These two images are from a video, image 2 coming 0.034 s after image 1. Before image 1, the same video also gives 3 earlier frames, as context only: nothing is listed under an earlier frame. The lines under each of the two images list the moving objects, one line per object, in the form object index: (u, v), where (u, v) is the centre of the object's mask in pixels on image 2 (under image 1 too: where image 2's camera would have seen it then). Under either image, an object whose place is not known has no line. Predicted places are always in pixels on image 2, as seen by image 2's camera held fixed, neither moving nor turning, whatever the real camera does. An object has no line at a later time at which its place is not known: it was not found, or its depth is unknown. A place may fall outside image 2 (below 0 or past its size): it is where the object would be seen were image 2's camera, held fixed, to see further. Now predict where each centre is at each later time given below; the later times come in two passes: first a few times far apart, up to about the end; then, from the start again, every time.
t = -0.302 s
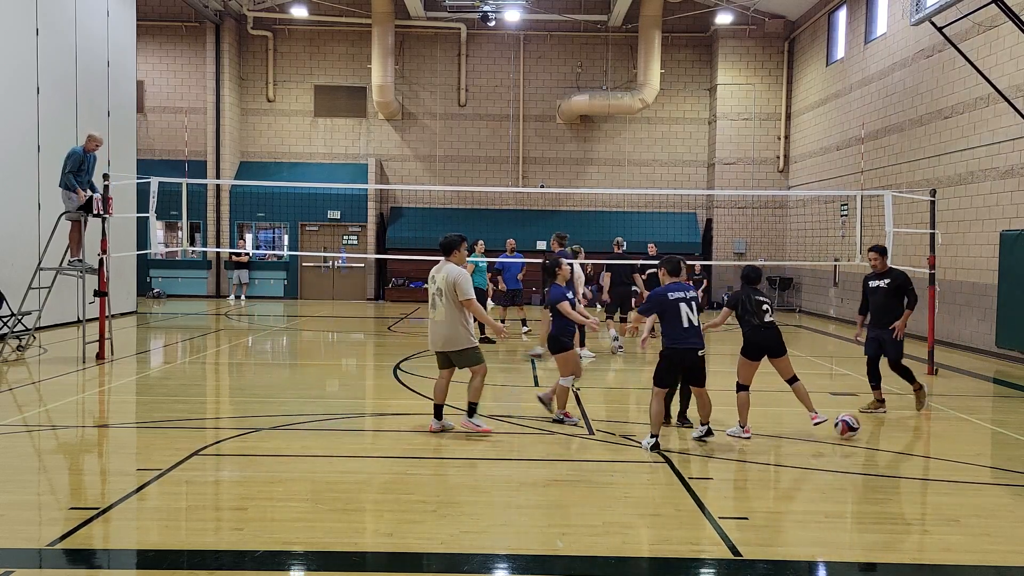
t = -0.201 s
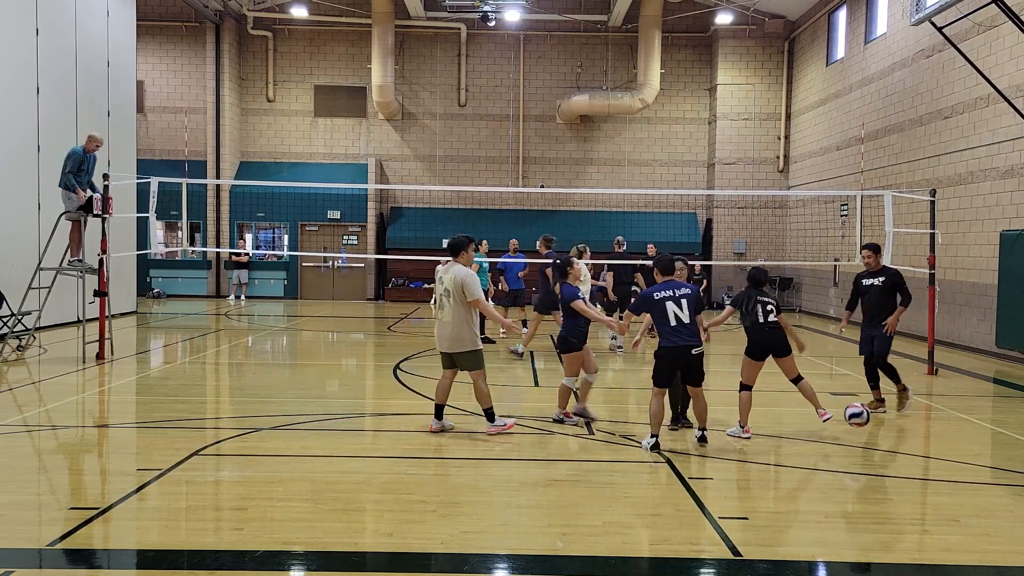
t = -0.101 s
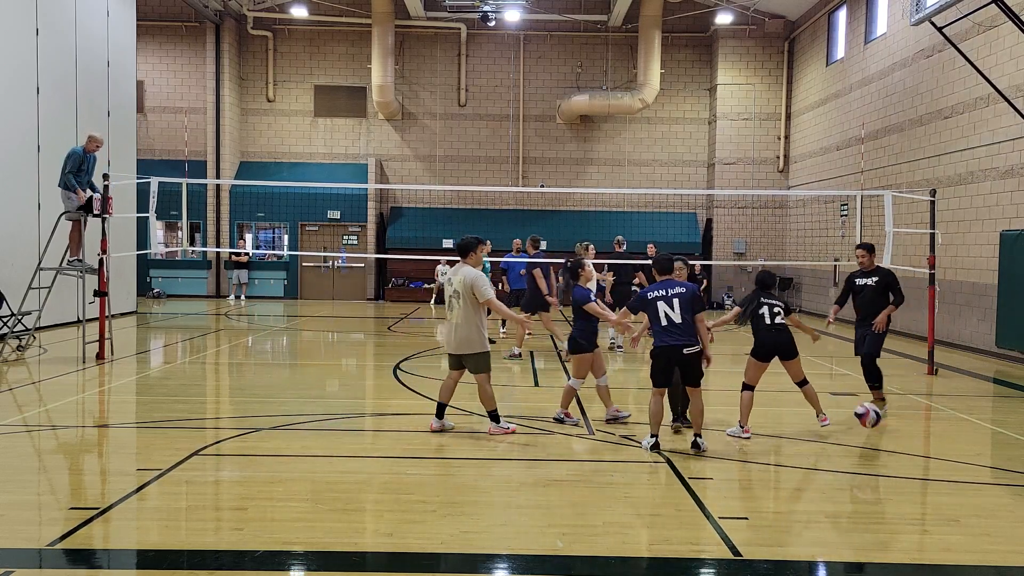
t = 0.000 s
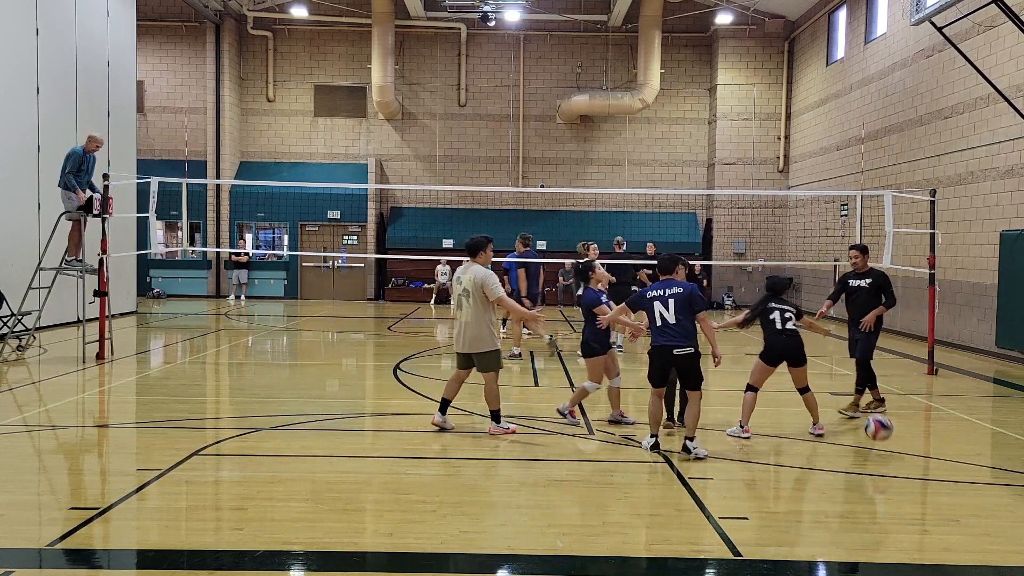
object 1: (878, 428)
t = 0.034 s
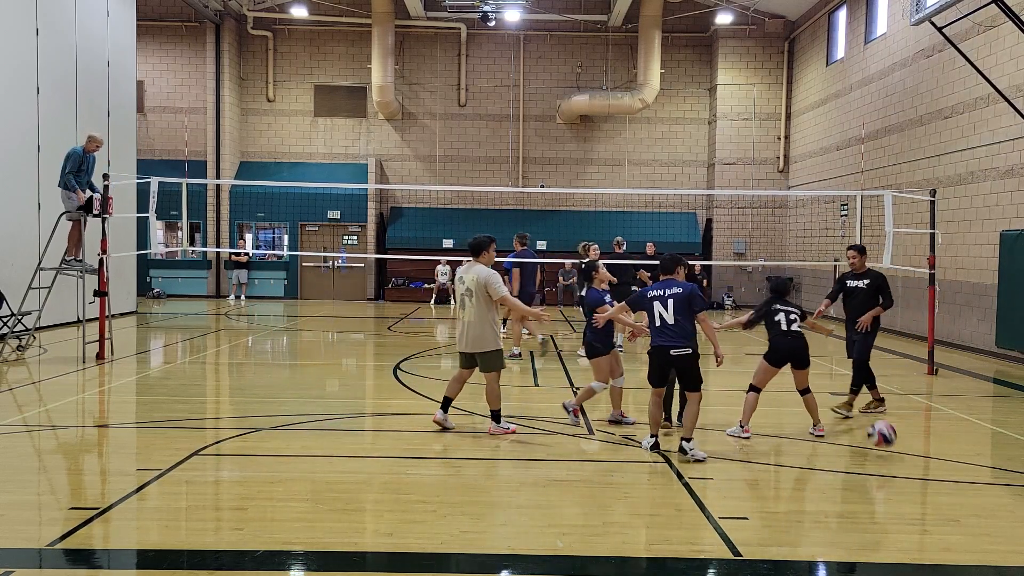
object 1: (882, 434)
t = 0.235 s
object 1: (907, 439)
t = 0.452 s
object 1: (936, 467)
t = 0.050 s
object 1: (884, 438)
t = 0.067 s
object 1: (886, 443)
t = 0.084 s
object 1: (888, 448)
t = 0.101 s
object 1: (890, 447)
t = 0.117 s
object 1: (892, 445)
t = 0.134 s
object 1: (893, 443)
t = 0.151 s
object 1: (896, 441)
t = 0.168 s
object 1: (898, 440)
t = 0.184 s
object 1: (900, 440)
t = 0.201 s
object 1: (902, 440)
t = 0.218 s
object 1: (905, 439)
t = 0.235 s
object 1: (907, 439)
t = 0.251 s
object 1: (909, 440)
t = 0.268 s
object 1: (911, 441)
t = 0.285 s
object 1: (913, 443)
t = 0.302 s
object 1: (915, 445)
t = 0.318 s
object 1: (917, 447)
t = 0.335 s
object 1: (920, 449)
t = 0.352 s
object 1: (922, 452)
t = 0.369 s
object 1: (924, 456)
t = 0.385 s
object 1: (927, 459)
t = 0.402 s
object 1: (929, 464)
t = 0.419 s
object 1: (932, 470)
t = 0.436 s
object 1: (934, 470)
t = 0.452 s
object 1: (936, 467)
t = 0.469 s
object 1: (939, 466)
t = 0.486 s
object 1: (941, 465)
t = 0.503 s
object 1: (944, 465)
